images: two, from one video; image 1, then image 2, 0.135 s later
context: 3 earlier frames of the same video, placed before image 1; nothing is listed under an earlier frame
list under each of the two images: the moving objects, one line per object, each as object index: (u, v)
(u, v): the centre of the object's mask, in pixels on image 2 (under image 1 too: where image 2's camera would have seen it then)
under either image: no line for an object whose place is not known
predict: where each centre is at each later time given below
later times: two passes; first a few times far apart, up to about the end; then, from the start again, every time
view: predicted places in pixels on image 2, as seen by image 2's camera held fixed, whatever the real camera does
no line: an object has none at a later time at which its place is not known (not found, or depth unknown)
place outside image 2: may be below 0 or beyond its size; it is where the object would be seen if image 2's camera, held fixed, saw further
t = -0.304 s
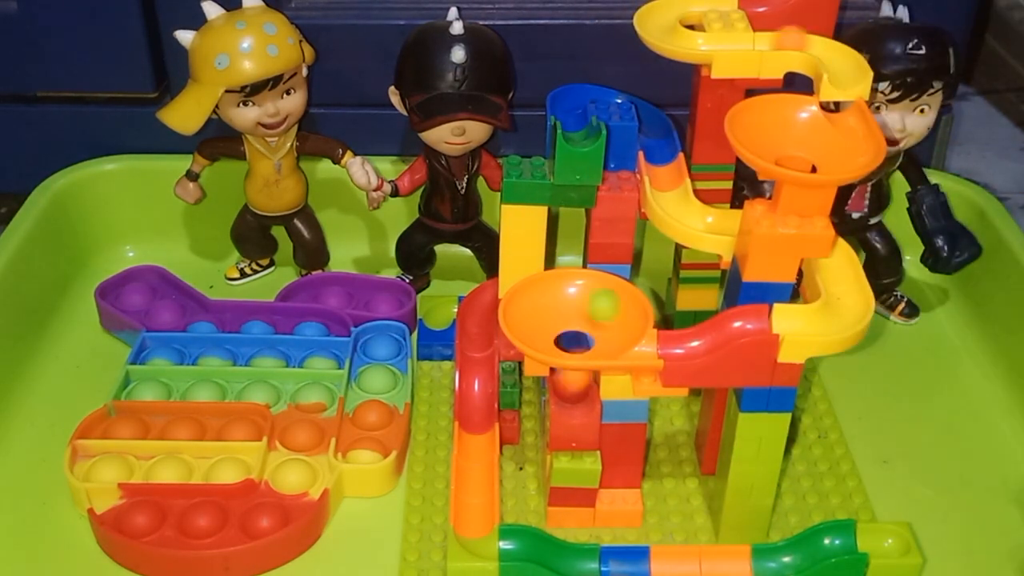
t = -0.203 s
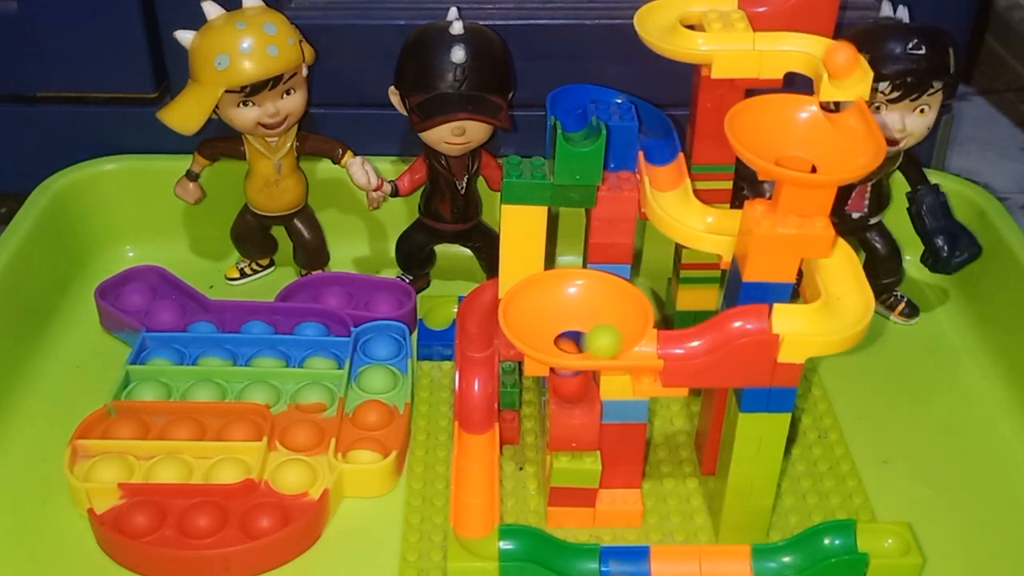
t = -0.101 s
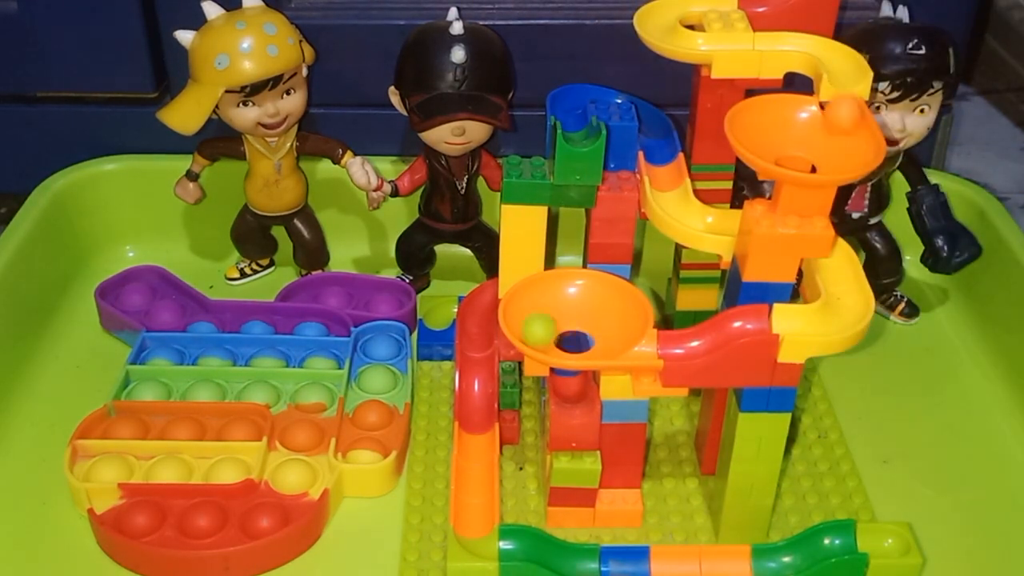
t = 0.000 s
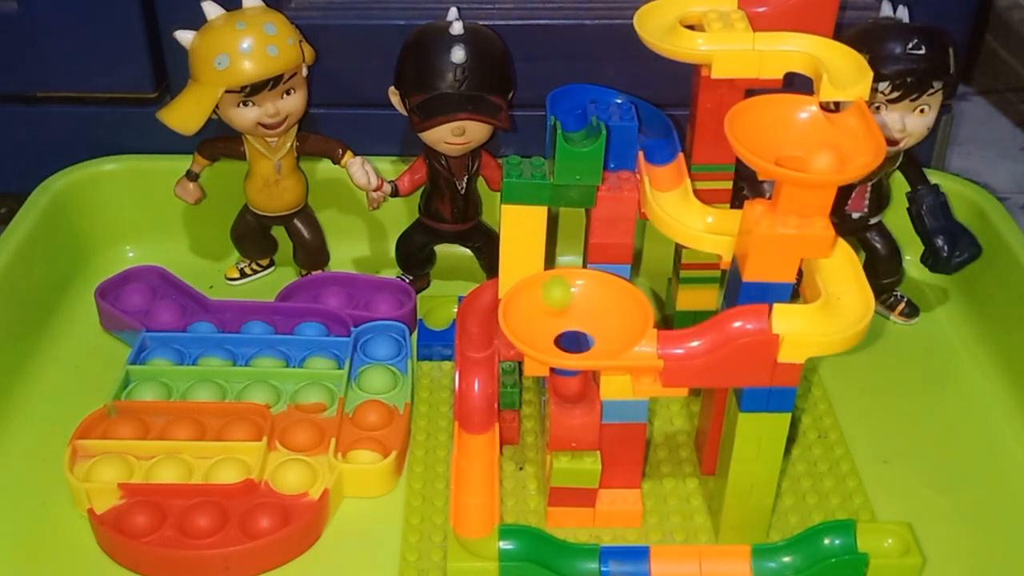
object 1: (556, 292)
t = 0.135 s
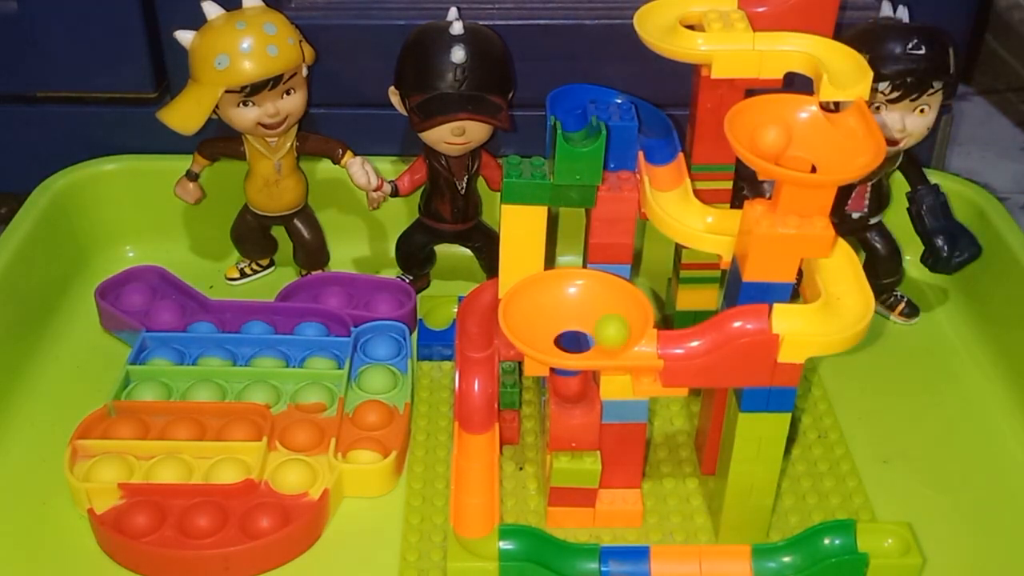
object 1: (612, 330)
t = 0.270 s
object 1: (544, 333)
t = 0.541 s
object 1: (601, 337)
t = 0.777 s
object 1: (565, 301)
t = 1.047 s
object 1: (547, 336)
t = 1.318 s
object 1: (601, 329)
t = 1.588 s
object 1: (572, 307)
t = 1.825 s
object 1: (561, 339)
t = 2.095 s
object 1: (601, 324)
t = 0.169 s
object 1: (599, 341)
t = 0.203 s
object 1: (580, 343)
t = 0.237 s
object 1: (563, 341)
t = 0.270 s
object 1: (544, 333)
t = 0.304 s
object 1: (537, 320)
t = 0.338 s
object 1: (542, 307)
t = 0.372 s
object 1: (555, 298)
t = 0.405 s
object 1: (574, 295)
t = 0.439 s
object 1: (592, 299)
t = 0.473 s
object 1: (605, 311)
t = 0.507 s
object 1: (608, 326)
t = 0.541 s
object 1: (601, 337)
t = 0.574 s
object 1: (585, 342)
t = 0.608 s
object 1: (569, 342)
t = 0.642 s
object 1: (552, 338)
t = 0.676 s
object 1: (542, 329)
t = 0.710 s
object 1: (541, 317)
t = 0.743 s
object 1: (550, 307)
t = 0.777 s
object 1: (565, 301)
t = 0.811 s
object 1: (583, 299)
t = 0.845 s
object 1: (597, 305)
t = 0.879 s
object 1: (606, 316)
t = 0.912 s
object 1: (605, 328)
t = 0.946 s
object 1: (593, 339)
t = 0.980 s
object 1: (576, 342)
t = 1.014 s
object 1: (562, 341)
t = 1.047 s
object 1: (547, 336)
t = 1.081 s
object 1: (542, 327)
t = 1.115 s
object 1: (545, 318)
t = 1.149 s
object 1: (555, 309)
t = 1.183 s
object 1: (571, 304)
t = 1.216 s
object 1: (586, 303)
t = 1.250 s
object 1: (598, 309)
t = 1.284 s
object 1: (604, 318)
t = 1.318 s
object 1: (601, 329)
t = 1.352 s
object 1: (590, 338)
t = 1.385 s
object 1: (575, 341)
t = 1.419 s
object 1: (561, 340)
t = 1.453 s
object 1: (549, 335)
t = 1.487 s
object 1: (544, 328)
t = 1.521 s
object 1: (547, 319)
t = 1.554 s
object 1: (557, 312)
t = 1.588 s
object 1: (572, 307)
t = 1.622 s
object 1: (586, 307)
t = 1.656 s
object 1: (597, 312)
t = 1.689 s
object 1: (602, 320)
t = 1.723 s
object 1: (598, 329)
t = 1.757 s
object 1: (587, 336)
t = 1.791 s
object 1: (574, 340)
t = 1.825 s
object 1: (561, 339)
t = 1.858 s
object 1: (549, 334)
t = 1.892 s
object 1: (546, 327)
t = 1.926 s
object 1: (550, 320)
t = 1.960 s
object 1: (561, 314)
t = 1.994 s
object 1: (575, 311)
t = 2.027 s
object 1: (589, 312)
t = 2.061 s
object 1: (599, 316)
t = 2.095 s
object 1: (601, 324)
